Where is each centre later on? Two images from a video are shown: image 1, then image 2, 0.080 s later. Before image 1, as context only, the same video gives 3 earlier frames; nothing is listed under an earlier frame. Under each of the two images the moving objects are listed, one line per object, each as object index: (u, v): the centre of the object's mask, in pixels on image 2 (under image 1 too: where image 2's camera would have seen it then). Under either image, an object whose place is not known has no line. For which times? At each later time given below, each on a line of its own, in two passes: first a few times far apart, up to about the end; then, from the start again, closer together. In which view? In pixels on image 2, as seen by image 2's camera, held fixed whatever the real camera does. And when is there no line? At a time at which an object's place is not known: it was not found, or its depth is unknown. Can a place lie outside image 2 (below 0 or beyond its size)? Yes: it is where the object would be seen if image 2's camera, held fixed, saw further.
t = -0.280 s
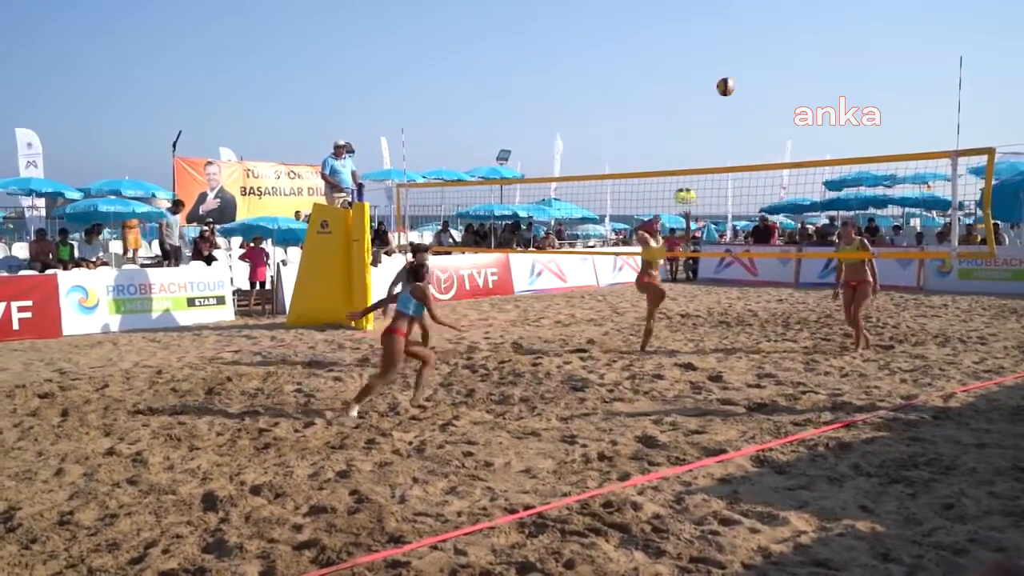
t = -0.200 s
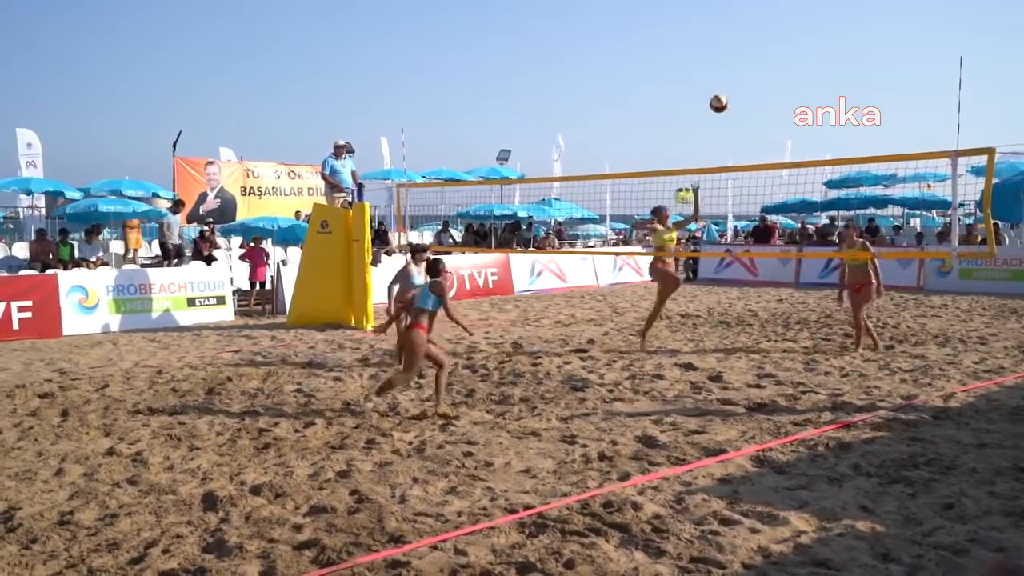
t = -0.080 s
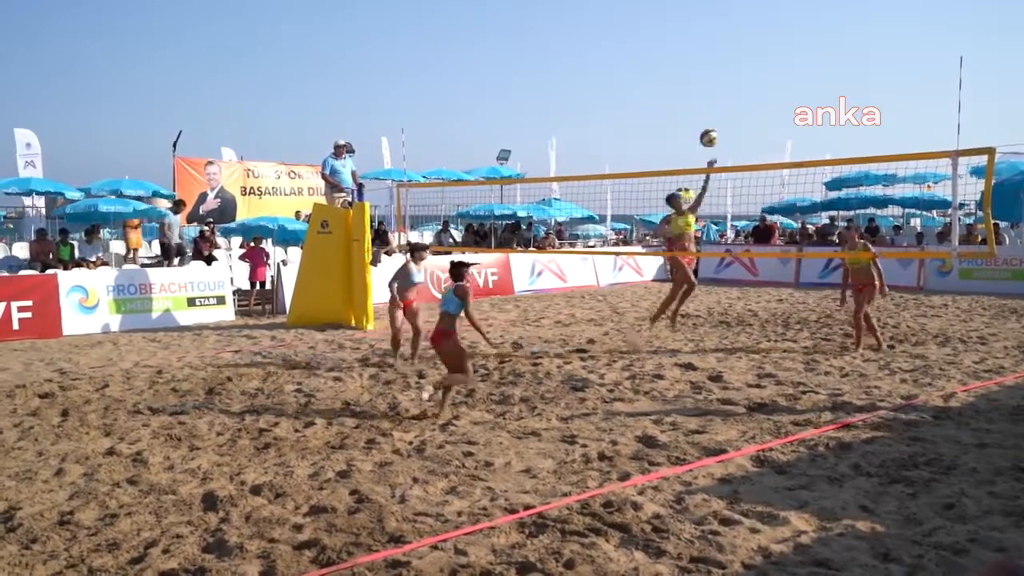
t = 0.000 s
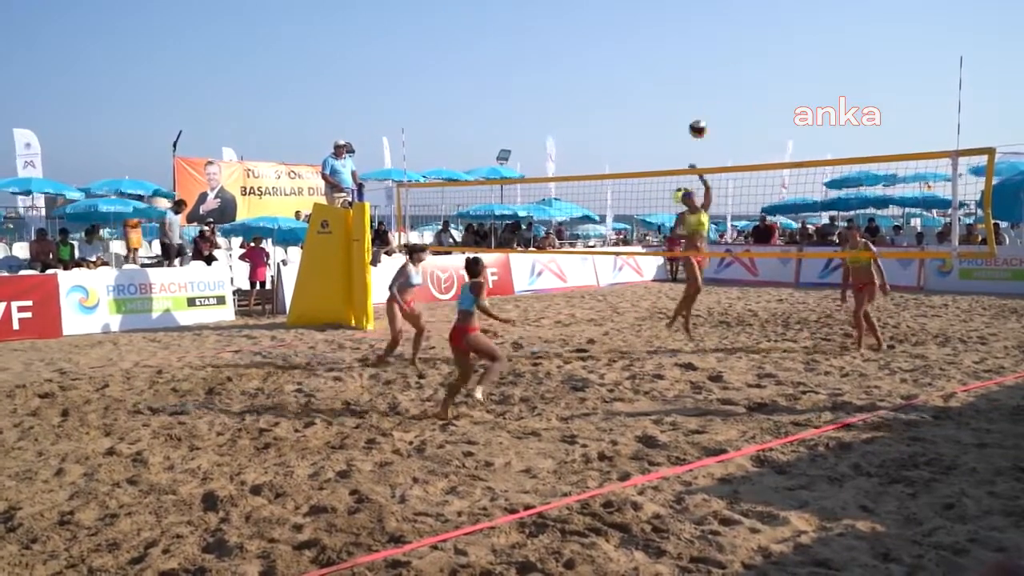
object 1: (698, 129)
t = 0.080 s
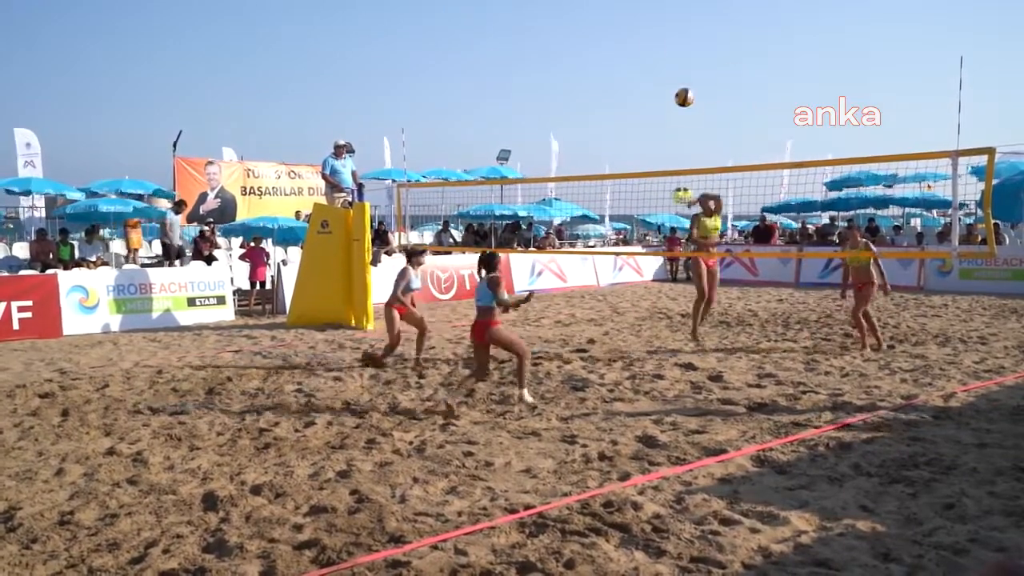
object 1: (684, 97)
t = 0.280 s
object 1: (647, 37)
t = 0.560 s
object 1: (587, 8)
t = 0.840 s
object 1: (518, 56)
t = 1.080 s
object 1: (448, 178)
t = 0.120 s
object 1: (676, 84)
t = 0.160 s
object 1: (669, 70)
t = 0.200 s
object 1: (662, 58)
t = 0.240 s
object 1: (654, 47)
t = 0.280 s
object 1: (647, 37)
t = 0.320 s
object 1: (639, 29)
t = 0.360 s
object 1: (630, 22)
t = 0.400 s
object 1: (622, 16)
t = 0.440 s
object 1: (613, 12)
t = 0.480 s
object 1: (605, 9)
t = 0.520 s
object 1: (596, 8)
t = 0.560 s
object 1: (587, 8)
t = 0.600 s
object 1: (578, 9)
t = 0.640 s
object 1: (569, 12)
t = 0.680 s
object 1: (559, 17)
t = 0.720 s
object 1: (549, 24)
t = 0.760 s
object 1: (539, 33)
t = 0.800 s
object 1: (529, 44)
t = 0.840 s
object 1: (518, 56)
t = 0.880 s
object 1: (508, 71)
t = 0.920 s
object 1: (496, 88)
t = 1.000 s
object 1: (473, 128)
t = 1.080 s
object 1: (448, 178)
